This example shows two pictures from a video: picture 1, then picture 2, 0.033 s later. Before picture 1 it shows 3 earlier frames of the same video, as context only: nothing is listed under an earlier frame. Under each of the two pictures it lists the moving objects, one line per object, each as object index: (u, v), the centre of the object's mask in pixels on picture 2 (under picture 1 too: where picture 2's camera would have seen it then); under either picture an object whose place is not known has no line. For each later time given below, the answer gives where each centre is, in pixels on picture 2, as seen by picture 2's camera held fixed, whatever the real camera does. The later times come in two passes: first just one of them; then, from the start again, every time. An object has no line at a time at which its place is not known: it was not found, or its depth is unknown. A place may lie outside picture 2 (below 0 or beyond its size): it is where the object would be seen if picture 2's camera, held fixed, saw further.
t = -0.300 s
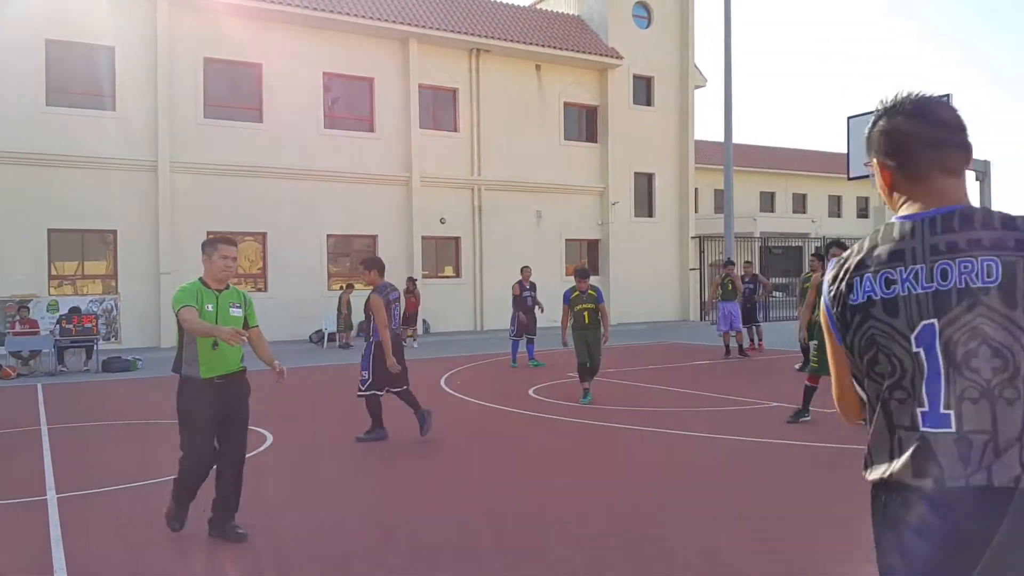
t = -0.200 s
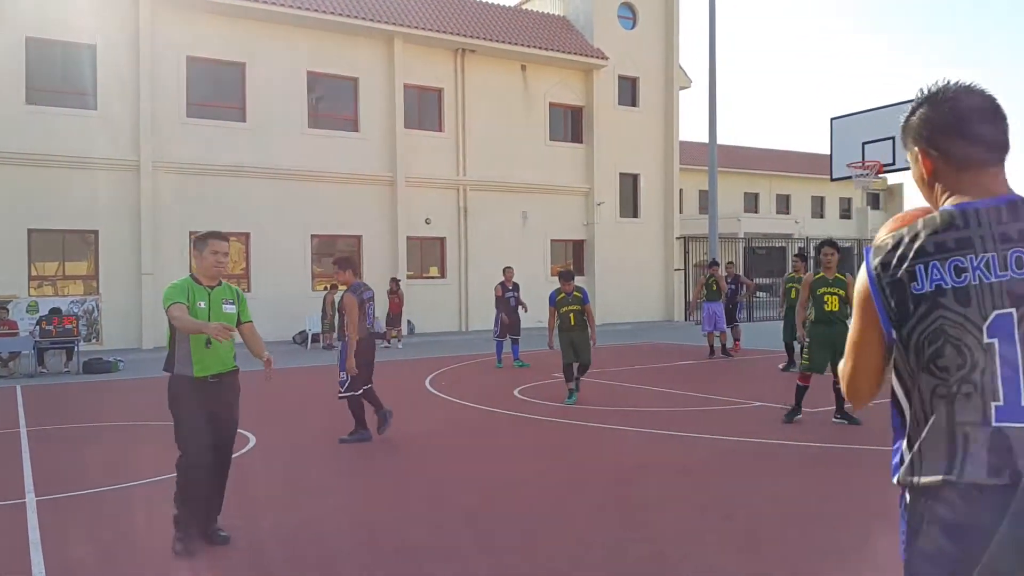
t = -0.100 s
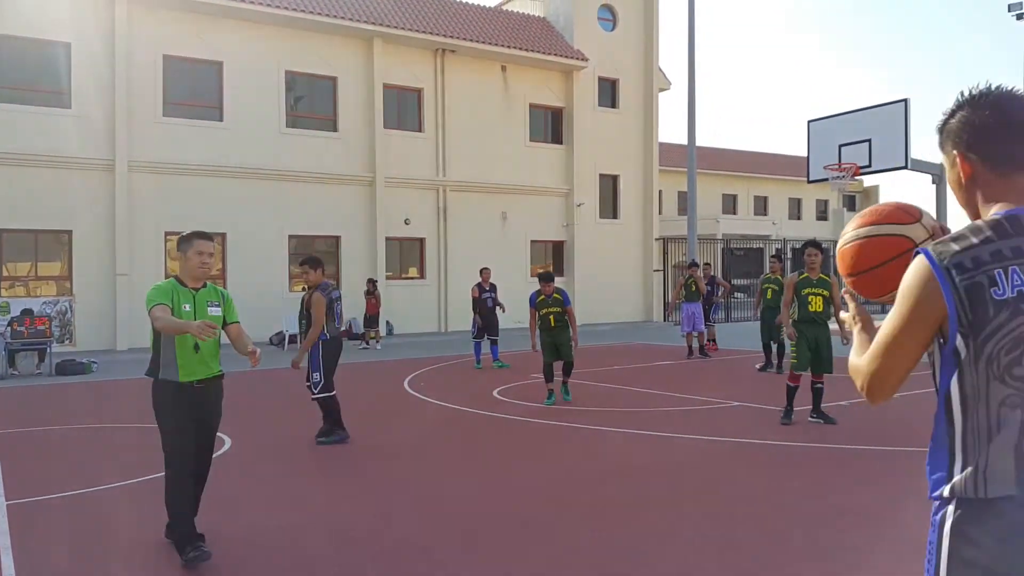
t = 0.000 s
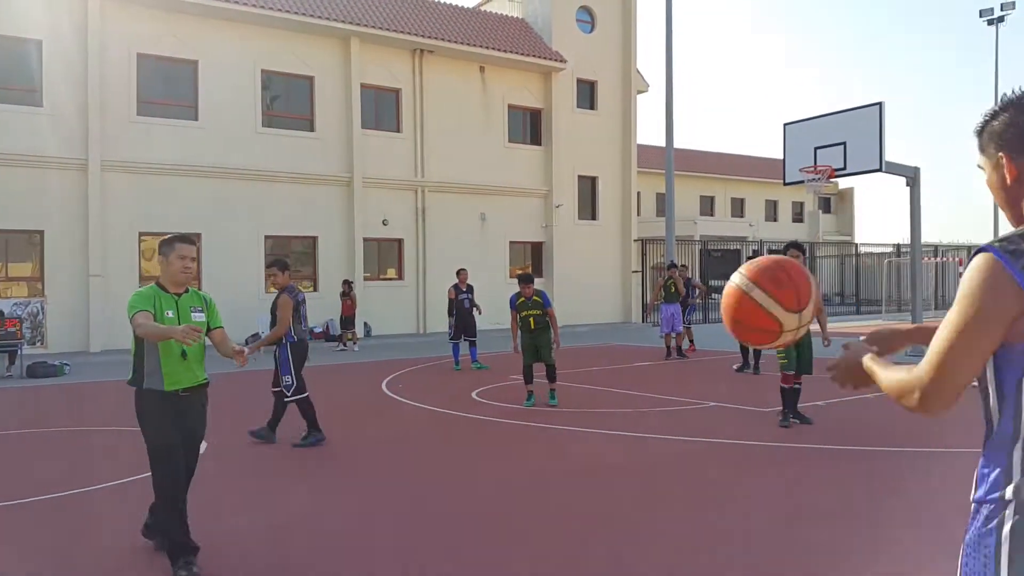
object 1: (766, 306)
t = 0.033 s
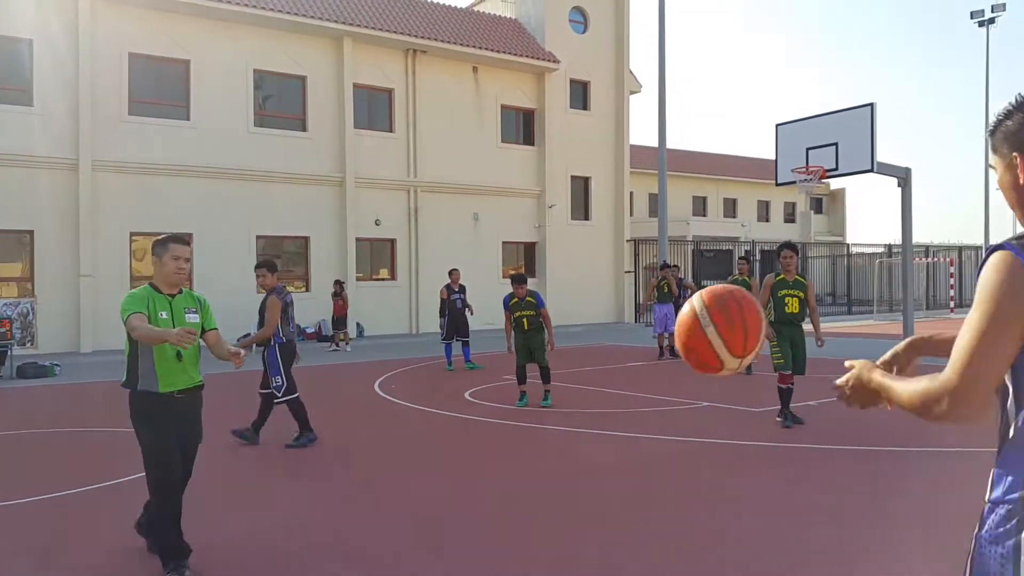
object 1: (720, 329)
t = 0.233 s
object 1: (527, 542)
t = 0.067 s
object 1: (681, 359)
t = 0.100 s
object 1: (646, 392)
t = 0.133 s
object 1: (614, 428)
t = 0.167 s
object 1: (583, 464)
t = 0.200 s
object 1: (553, 502)
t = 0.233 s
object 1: (527, 542)
